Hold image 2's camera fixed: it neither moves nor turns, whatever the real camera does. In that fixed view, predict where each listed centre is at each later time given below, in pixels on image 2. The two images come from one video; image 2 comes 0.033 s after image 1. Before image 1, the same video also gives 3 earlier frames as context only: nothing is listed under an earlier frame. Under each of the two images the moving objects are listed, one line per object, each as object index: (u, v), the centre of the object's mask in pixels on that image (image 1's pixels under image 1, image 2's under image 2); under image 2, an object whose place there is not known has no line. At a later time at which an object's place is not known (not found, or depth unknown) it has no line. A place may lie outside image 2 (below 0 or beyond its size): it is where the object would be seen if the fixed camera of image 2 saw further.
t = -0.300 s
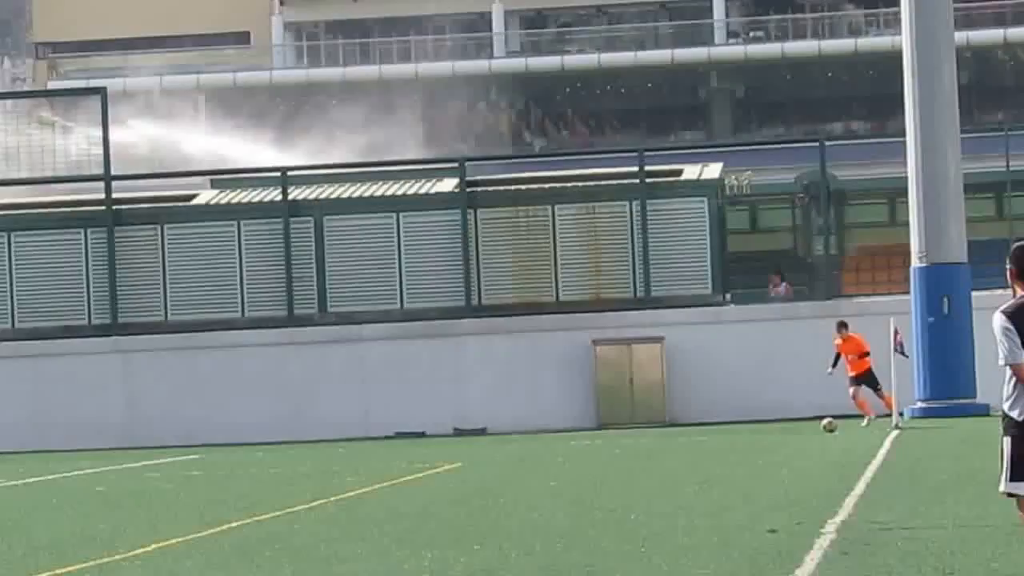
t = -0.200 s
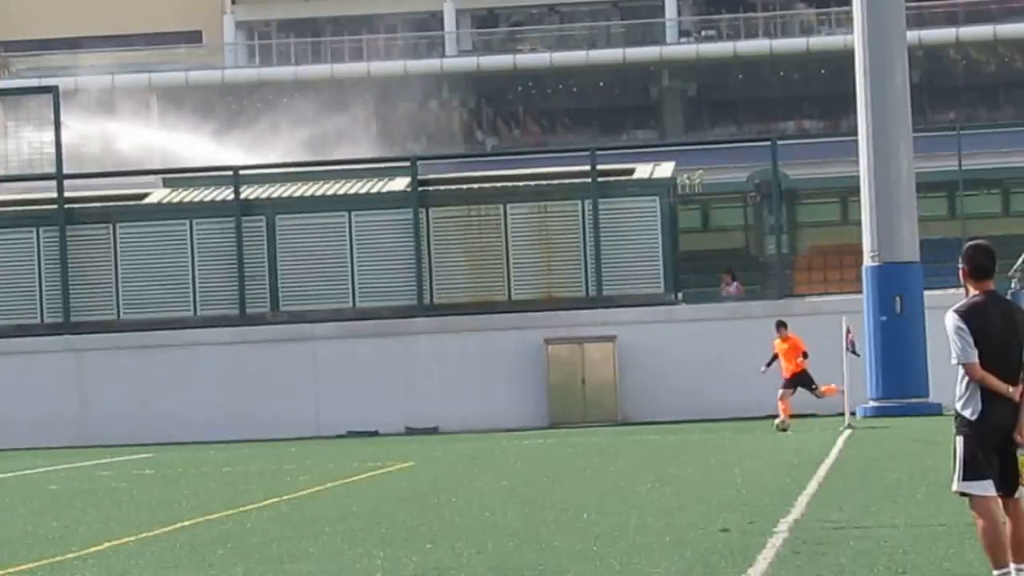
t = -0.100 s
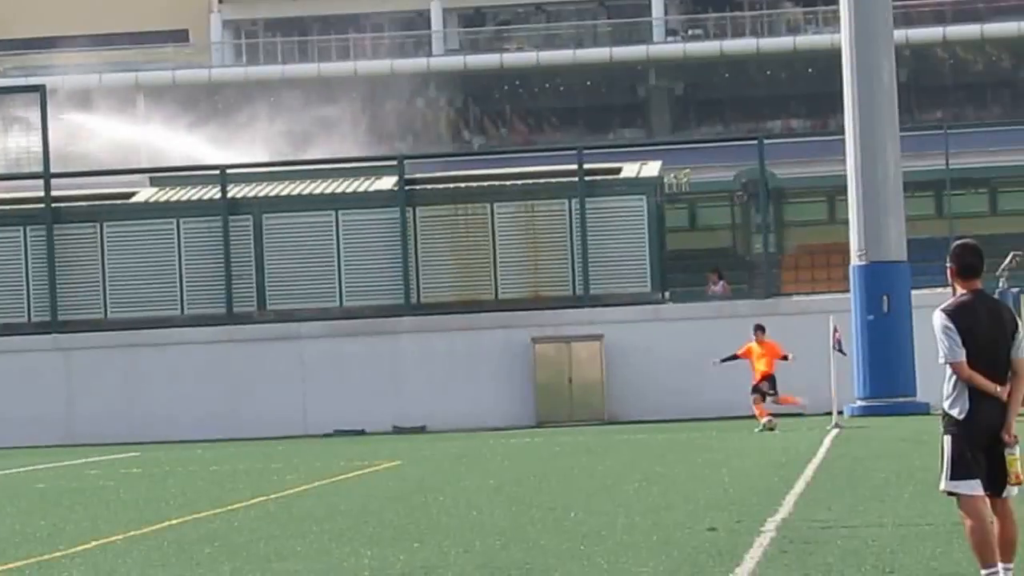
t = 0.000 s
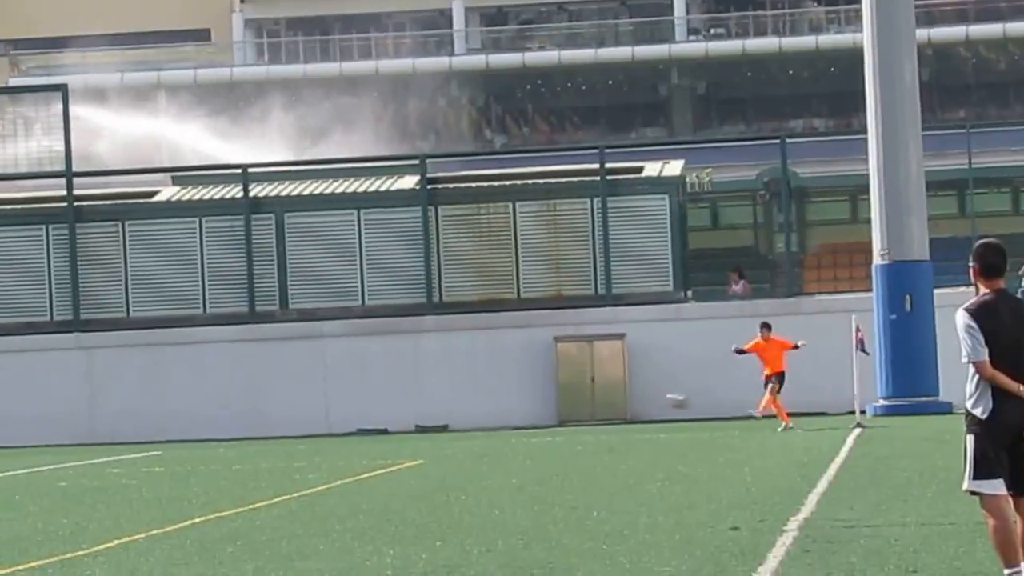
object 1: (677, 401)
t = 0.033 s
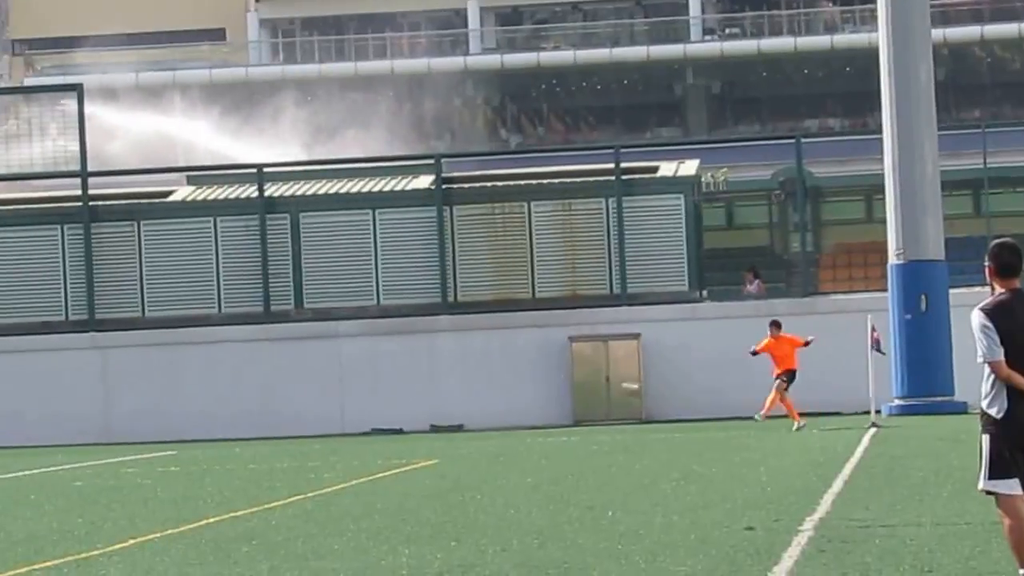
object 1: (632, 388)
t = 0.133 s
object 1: (456, 360)
